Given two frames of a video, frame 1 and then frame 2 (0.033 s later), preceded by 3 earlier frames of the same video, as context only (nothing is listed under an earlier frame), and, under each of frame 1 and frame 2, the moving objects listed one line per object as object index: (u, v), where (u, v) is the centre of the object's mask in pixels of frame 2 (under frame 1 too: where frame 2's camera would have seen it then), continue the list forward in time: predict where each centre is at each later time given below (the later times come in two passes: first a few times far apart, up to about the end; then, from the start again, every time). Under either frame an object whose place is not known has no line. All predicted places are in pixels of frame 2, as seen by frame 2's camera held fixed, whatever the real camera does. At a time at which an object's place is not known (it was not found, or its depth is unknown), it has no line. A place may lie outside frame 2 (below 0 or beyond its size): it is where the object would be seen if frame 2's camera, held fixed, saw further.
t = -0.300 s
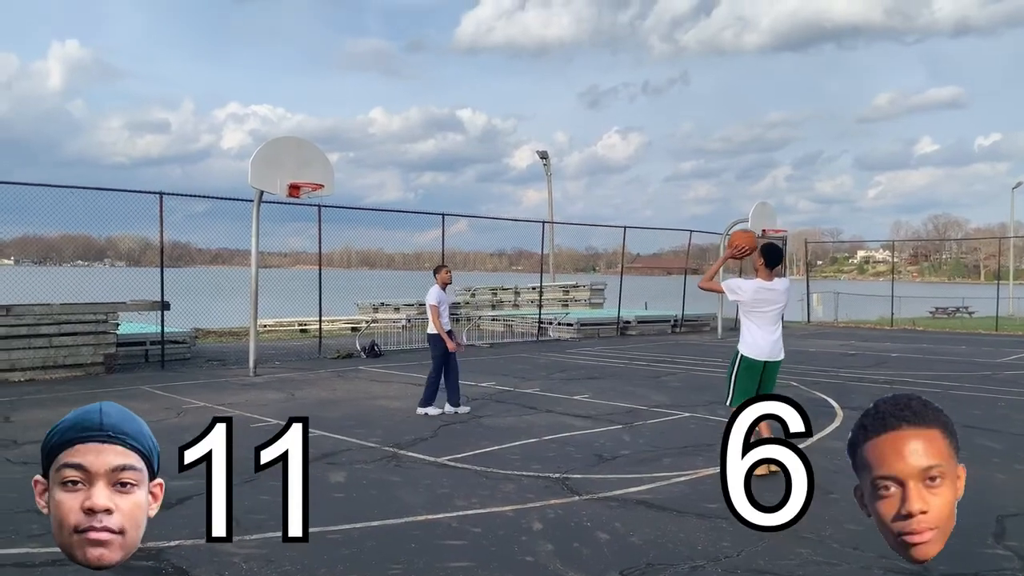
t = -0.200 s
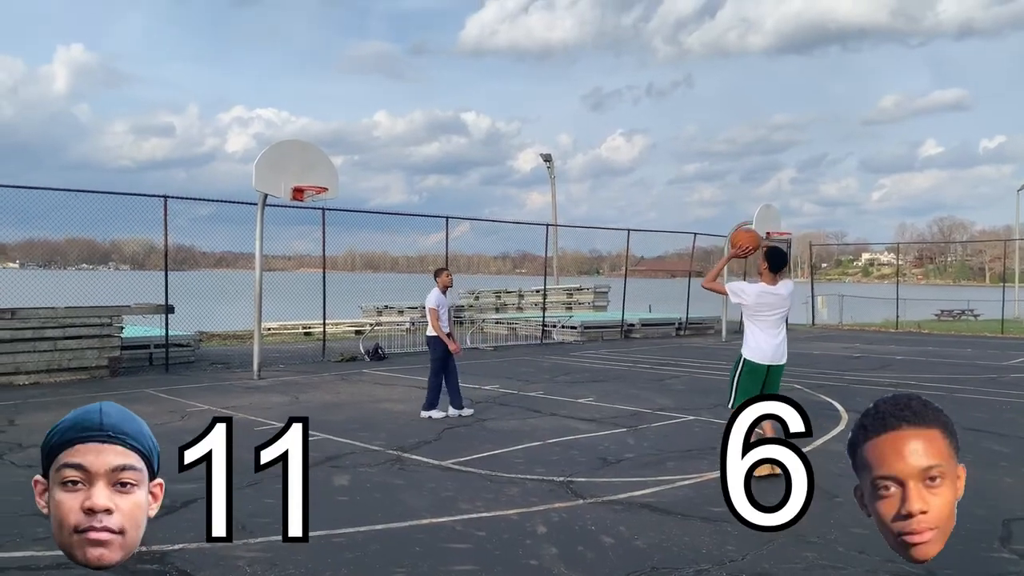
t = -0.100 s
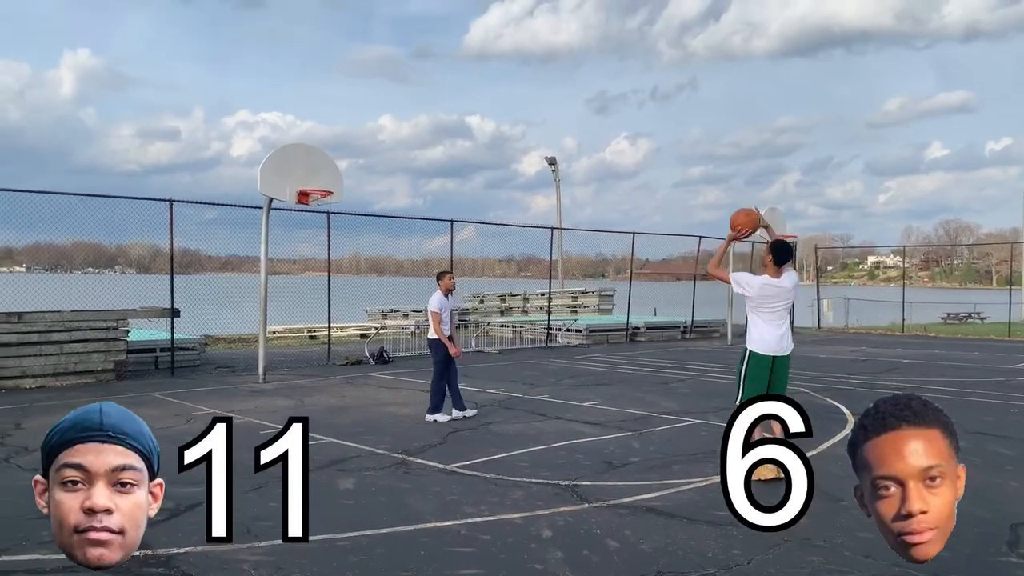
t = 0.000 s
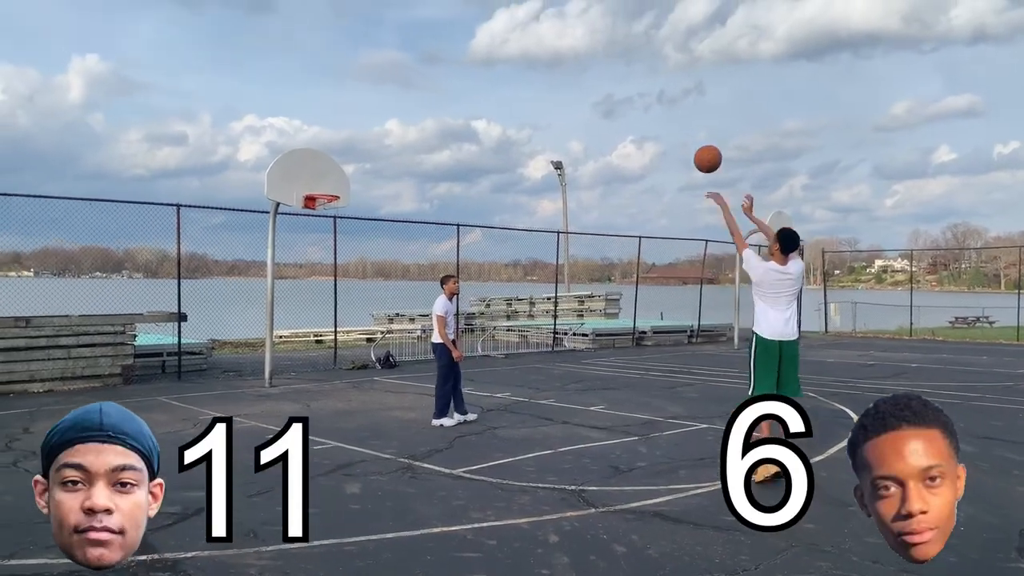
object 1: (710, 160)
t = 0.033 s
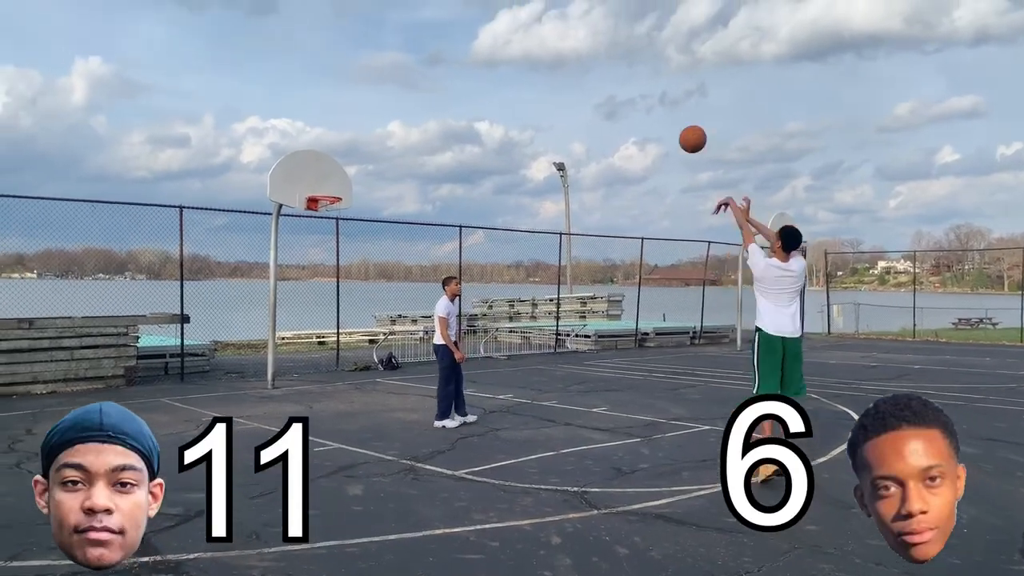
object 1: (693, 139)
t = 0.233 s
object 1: (601, 54)
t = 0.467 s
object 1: (520, 24)
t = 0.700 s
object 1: (458, 46)
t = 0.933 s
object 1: (409, 103)
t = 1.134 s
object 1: (374, 173)
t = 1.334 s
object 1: (346, 259)
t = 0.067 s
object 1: (676, 120)
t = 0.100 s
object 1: (659, 103)
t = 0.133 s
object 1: (644, 88)
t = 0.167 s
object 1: (629, 75)
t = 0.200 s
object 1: (614, 64)
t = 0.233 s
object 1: (601, 54)
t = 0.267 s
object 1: (588, 46)
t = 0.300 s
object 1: (575, 40)
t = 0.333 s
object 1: (563, 34)
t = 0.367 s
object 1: (552, 30)
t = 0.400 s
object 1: (541, 27)
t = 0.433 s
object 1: (530, 25)
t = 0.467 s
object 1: (520, 24)
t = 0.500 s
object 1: (510, 25)
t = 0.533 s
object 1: (500, 26)
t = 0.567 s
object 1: (491, 28)
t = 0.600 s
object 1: (482, 31)
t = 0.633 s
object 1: (474, 35)
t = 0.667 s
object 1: (466, 40)
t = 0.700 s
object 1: (458, 46)
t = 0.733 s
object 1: (450, 52)
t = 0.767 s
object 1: (443, 59)
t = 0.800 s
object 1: (435, 66)
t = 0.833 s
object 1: (428, 75)
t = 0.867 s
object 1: (422, 84)
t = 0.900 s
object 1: (415, 93)
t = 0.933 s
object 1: (409, 103)
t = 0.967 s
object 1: (403, 113)
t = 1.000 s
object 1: (397, 125)
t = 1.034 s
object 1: (391, 136)
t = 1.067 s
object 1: (385, 148)
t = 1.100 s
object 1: (379, 160)
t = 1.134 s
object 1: (374, 173)
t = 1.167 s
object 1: (369, 186)
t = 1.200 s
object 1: (364, 200)
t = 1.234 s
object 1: (359, 214)
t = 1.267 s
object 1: (355, 229)
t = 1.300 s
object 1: (350, 244)
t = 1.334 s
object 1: (346, 259)
